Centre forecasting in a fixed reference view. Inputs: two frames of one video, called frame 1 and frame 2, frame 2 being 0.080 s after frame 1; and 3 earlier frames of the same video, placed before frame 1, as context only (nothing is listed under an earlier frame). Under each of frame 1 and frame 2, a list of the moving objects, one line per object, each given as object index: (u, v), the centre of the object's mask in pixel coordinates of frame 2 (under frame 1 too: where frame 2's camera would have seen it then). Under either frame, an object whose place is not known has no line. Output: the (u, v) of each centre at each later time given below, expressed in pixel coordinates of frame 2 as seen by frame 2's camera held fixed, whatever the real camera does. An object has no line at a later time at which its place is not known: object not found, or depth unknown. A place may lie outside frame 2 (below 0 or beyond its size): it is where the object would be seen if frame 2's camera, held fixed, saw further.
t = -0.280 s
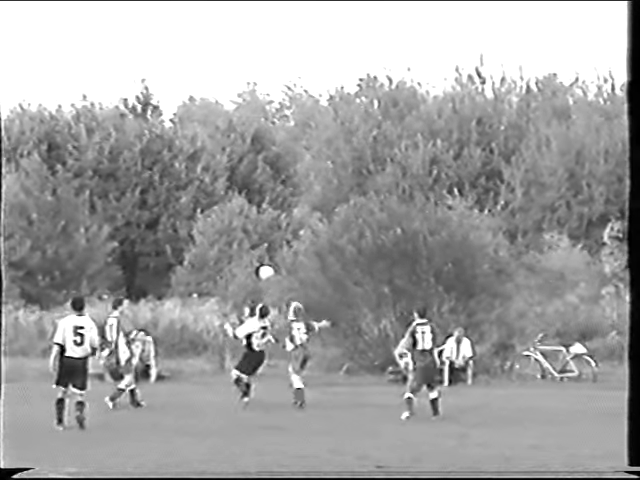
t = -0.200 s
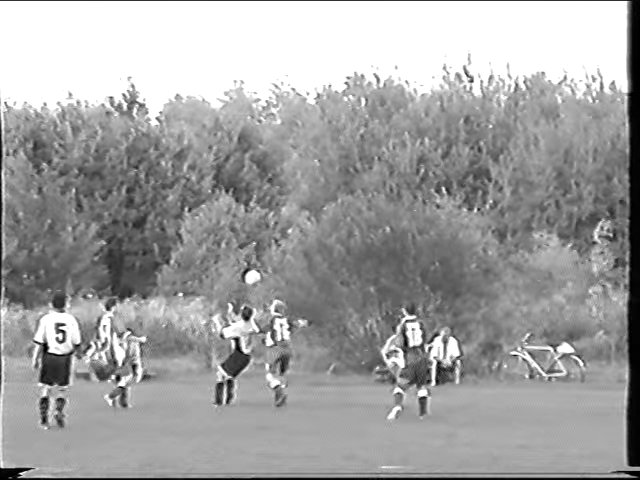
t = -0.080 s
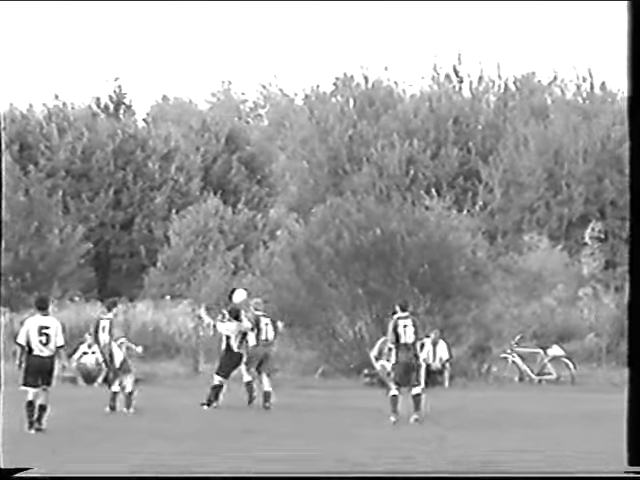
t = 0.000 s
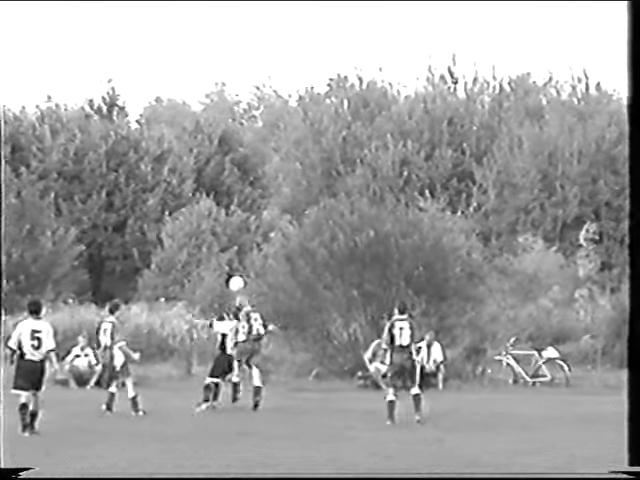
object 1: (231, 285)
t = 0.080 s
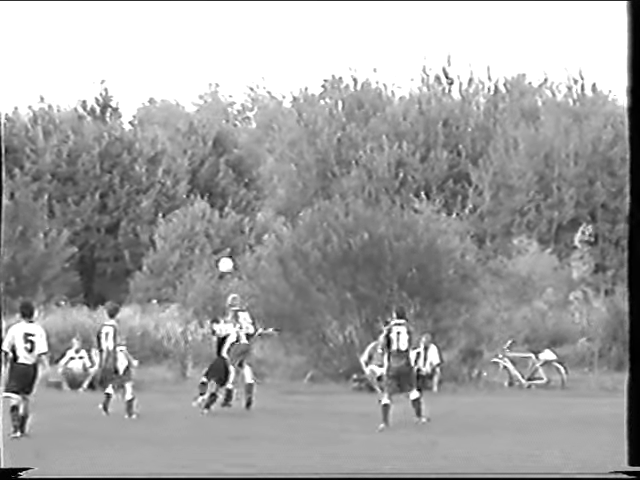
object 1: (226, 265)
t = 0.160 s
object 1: (223, 249)
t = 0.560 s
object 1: (209, 229)
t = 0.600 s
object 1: (210, 232)
